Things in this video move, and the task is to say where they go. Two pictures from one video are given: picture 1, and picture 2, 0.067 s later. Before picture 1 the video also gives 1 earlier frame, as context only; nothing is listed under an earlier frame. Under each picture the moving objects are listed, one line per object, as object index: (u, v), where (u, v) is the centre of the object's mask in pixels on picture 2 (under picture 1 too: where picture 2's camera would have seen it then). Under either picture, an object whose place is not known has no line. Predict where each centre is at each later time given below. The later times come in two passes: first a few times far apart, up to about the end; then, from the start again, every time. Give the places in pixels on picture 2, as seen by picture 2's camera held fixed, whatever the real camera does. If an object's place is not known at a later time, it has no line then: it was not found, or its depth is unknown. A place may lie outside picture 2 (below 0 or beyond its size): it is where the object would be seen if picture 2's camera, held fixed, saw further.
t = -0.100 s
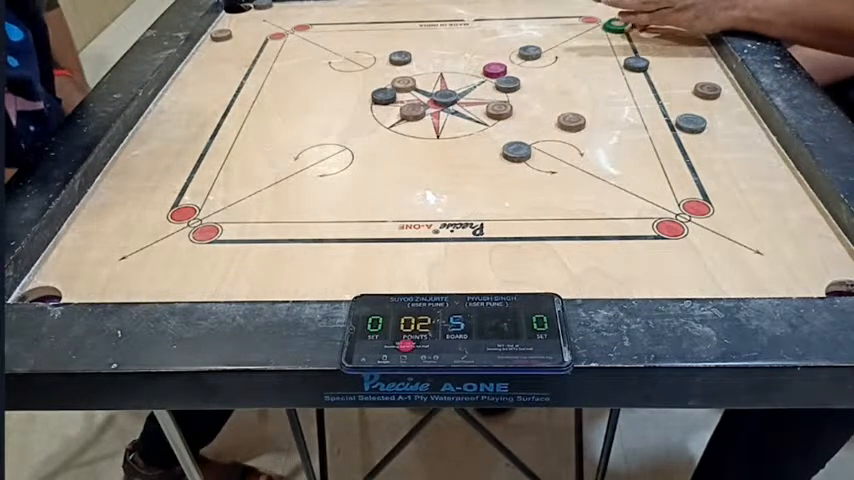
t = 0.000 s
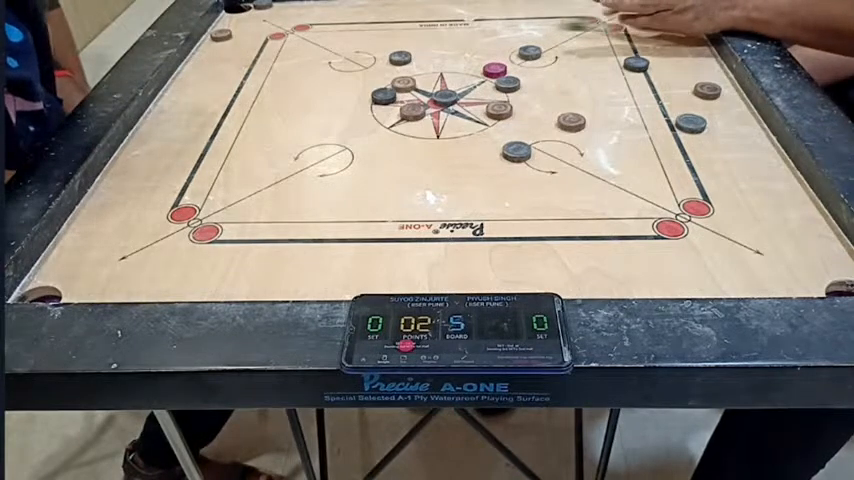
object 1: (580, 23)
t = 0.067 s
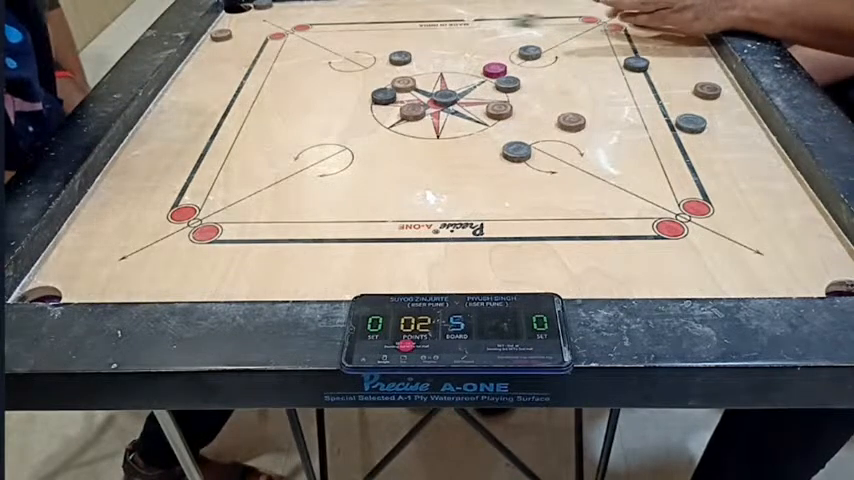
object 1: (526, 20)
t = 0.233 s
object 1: (418, 14)
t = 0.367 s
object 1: (350, 10)
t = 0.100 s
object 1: (502, 19)
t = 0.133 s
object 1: (479, 17)
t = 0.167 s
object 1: (460, 16)
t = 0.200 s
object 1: (437, 14)
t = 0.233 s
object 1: (418, 14)
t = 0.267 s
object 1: (400, 13)
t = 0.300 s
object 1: (382, 12)
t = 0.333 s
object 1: (366, 10)
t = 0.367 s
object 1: (350, 10)
